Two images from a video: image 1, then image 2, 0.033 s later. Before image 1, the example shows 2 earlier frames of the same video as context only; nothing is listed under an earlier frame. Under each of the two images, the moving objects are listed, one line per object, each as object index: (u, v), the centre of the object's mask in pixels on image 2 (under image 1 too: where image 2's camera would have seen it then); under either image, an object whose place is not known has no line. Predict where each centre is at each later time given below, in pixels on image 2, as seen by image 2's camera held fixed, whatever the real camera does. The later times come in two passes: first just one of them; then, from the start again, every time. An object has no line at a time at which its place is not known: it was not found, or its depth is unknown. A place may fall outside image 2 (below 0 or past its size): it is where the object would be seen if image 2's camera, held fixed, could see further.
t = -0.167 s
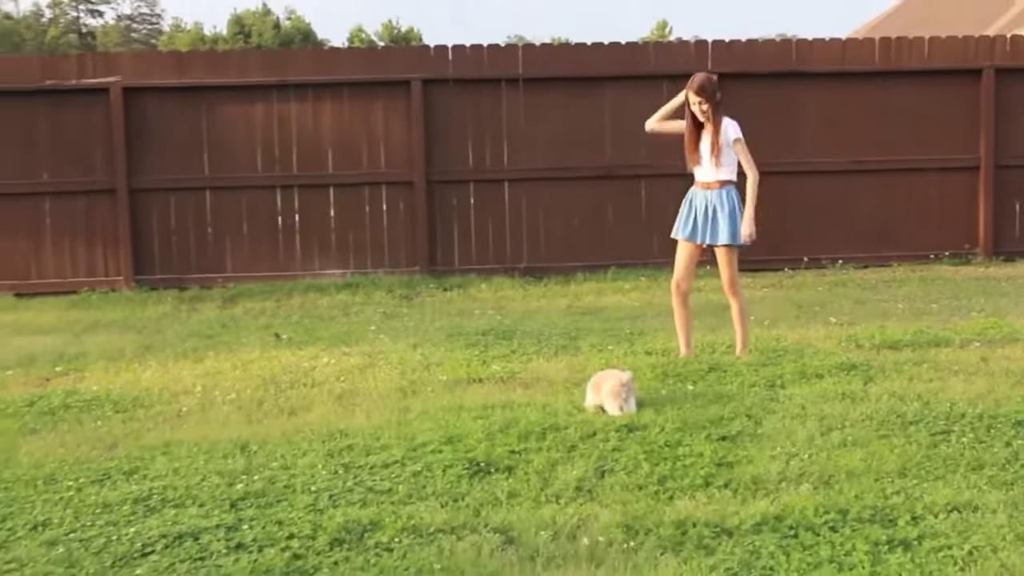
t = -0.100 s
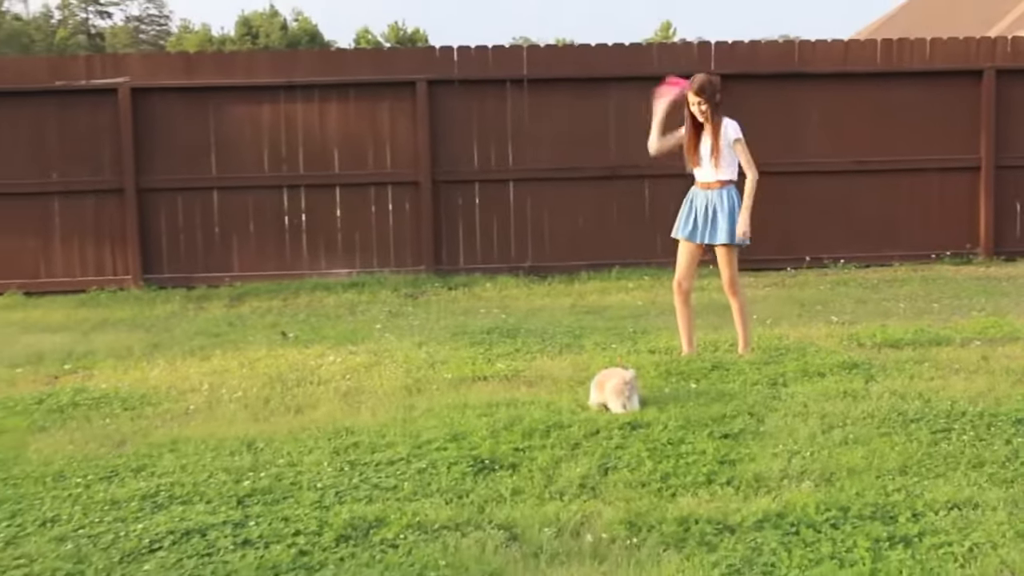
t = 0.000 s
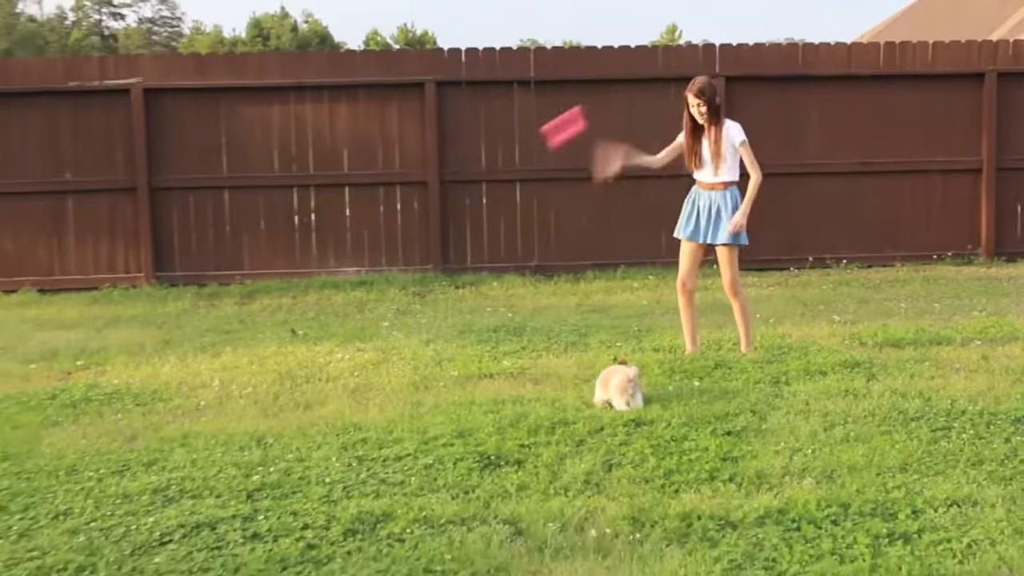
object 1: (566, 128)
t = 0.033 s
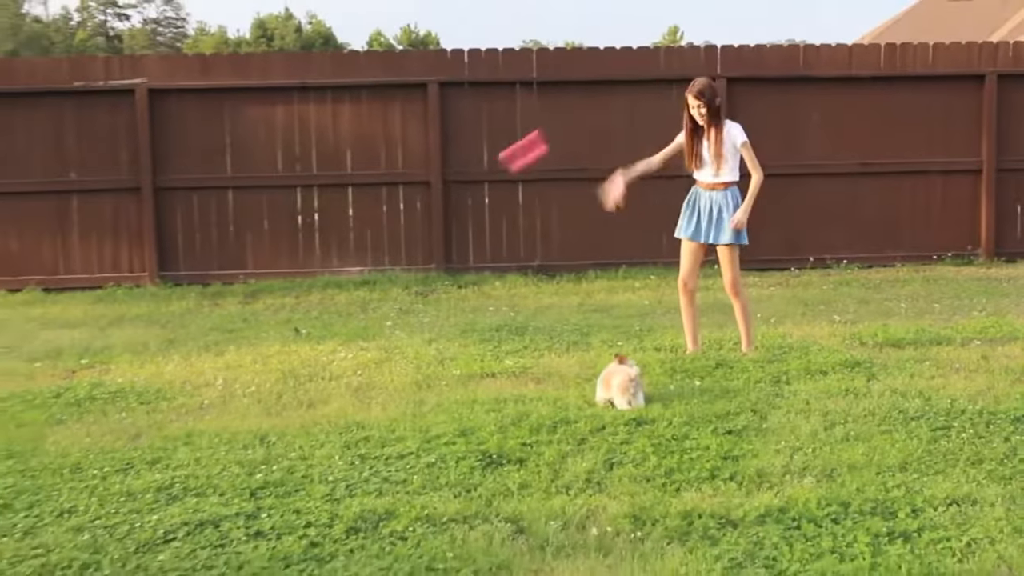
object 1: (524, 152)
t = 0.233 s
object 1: (258, 350)
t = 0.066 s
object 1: (482, 179)
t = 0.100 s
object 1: (438, 208)
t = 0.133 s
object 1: (395, 239)
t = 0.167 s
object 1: (351, 272)
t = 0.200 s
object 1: (303, 312)
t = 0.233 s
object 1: (258, 350)
